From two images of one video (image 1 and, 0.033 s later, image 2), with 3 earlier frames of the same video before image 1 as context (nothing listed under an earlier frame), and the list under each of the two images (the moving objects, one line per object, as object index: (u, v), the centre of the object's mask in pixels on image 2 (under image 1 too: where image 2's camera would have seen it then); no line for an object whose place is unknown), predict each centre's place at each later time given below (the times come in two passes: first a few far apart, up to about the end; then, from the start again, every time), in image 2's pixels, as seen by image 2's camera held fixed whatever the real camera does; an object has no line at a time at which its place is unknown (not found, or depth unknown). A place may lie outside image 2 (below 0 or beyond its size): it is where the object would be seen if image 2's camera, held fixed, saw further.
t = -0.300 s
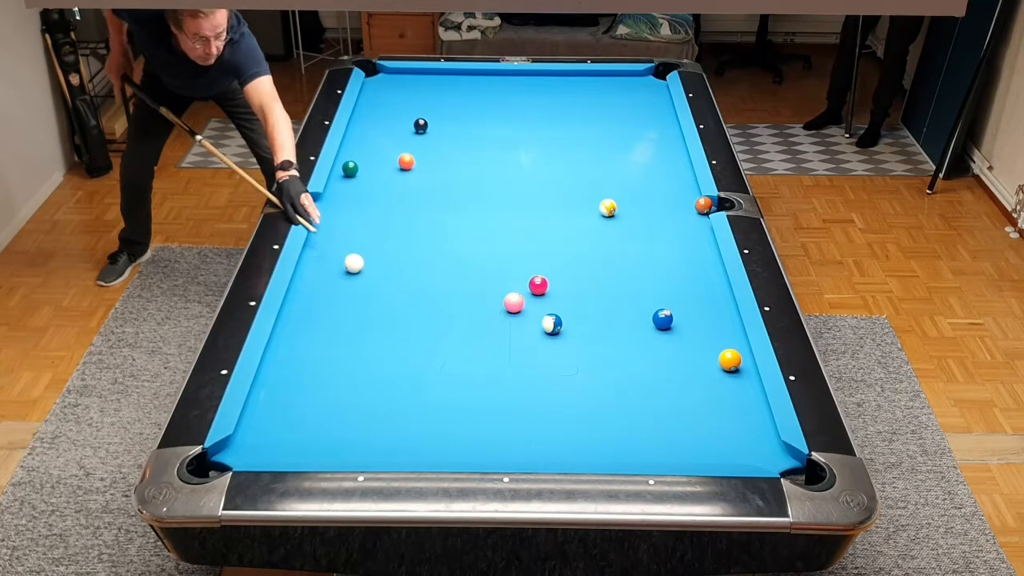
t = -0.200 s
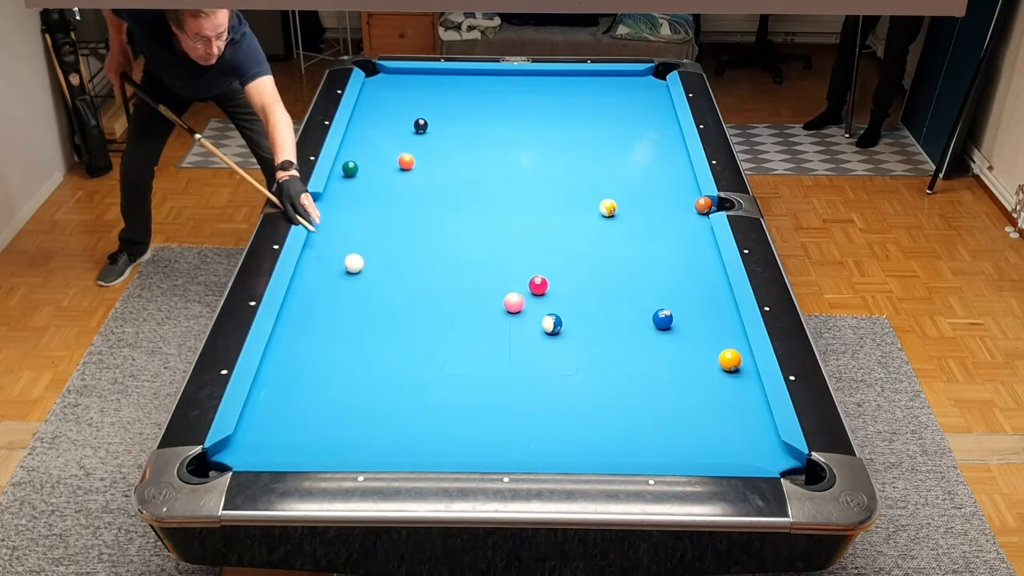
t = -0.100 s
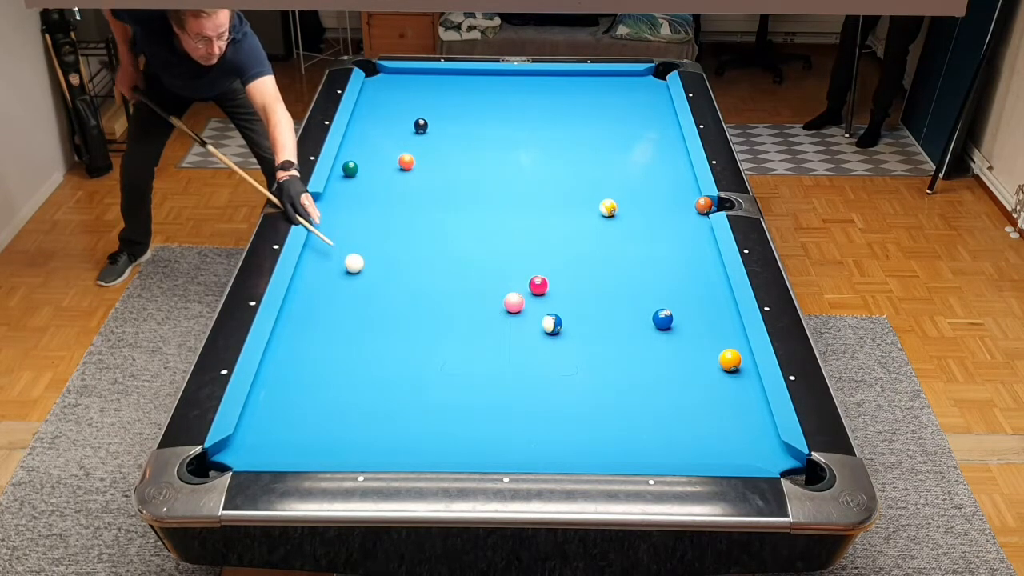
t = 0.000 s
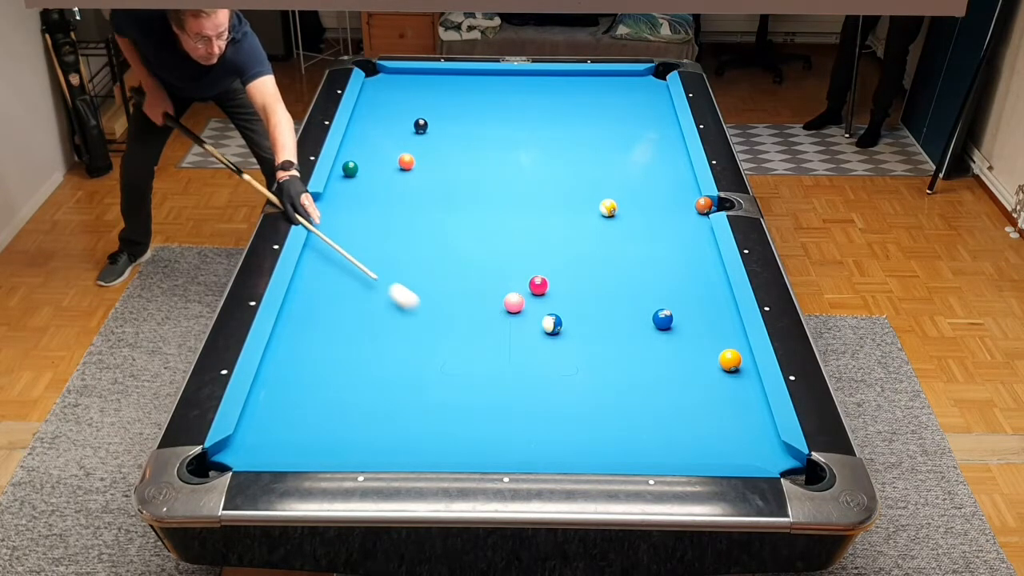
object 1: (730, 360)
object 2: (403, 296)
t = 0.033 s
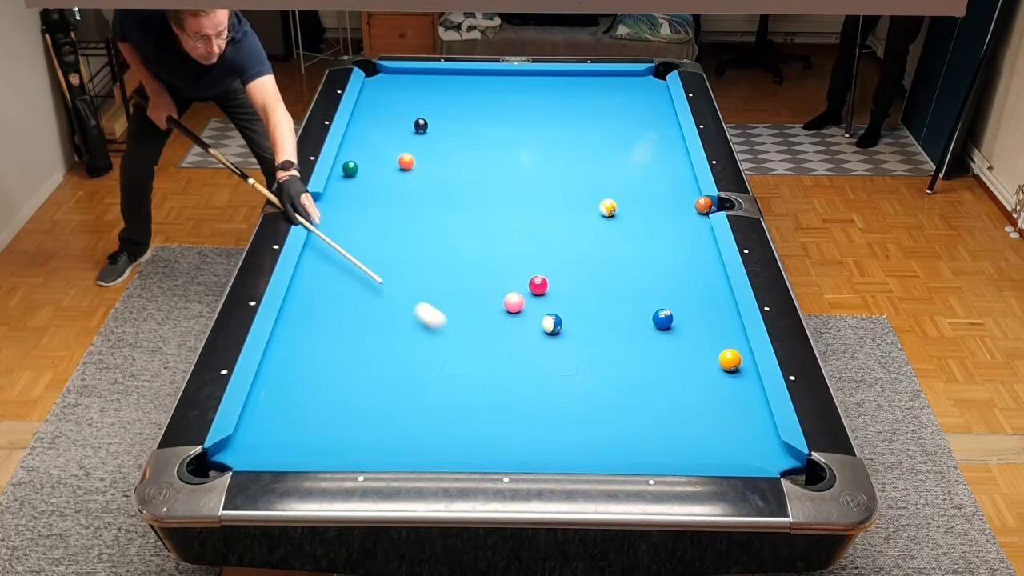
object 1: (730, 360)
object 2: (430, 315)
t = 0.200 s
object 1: (730, 360)
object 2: (580, 421)
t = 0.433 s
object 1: (732, 357)
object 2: (720, 371)
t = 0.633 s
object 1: (691, 317)
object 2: (741, 371)
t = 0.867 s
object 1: (637, 285)
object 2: (714, 361)
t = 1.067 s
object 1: (597, 260)
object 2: (693, 353)
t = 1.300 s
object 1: (554, 235)
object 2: (670, 344)
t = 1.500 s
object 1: (521, 215)
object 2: (653, 337)
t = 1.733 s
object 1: (486, 193)
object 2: (634, 330)
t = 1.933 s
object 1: (458, 177)
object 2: (620, 324)
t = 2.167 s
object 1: (429, 158)
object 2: (605, 318)
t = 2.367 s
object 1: (406, 144)
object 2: (593, 313)
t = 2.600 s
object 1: (381, 129)
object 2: (582, 309)
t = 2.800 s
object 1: (362, 117)
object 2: (572, 305)
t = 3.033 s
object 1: (372, 108)
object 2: (562, 301)
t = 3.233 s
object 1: (384, 101)
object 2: (556, 299)
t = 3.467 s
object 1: (398, 94)
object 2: (548, 296)
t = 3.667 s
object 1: (408, 89)
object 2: (543, 295)
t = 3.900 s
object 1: (420, 83)
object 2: (538, 295)
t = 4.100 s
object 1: (429, 78)
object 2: (535, 295)
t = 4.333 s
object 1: (439, 73)
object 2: (533, 295)
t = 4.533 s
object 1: (444, 73)
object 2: (533, 295)
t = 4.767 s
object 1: (448, 76)
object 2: (533, 295)
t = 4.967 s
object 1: (451, 78)
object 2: (534, 295)
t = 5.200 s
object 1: (454, 80)
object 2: (534, 295)
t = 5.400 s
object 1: (457, 82)
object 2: (534, 295)
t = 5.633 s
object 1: (459, 84)
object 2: (534, 295)
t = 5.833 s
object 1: (461, 85)
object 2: (534, 295)
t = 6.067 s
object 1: (462, 86)
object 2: (534, 295)
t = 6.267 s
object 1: (462, 86)
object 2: (534, 295)
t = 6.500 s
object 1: (462, 87)
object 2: (534, 295)
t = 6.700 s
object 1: (462, 87)
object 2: (534, 295)
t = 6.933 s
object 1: (463, 87)
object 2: (534, 295)
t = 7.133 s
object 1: (463, 87)
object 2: (535, 295)
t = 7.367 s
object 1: (463, 87)
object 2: (535, 295)
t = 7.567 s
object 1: (463, 87)
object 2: (534, 295)
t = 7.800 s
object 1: (463, 87)
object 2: (535, 295)
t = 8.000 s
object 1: (463, 87)
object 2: (535, 295)
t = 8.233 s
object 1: (463, 87)
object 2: (535, 295)
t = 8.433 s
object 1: (463, 87)
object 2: (535, 295)
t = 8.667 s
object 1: (463, 87)
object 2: (535, 295)
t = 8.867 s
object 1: (463, 87)
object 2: (535, 295)
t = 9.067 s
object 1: (463, 87)
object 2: (535, 295)
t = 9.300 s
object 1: (463, 87)
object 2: (534, 295)
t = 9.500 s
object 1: (463, 87)
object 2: (534, 296)
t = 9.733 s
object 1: (463, 87)
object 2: (534, 296)
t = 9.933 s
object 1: (463, 87)
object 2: (534, 296)
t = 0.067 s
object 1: (730, 360)
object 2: (458, 335)
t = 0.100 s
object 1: (730, 360)
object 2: (486, 355)
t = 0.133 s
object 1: (730, 360)
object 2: (516, 376)
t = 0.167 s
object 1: (730, 360)
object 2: (547, 398)
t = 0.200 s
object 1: (730, 360)
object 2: (580, 421)
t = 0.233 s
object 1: (730, 360)
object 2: (614, 446)
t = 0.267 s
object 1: (730, 360)
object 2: (641, 445)
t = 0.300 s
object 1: (730, 360)
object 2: (658, 427)
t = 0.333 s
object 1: (730, 360)
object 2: (674, 411)
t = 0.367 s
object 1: (730, 360)
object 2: (690, 396)
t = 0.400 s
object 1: (730, 360)
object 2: (706, 382)
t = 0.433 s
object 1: (732, 357)
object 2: (720, 371)
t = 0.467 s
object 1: (740, 347)
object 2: (725, 371)
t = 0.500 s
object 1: (730, 340)
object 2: (730, 372)
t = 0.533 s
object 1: (719, 333)
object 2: (736, 372)
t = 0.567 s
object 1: (708, 327)
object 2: (743, 373)
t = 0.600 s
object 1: (699, 322)
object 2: (747, 373)
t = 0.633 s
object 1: (691, 317)
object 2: (741, 371)
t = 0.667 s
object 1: (683, 312)
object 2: (736, 369)
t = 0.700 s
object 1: (675, 306)
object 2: (732, 368)
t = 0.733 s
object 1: (667, 301)
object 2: (728, 366)
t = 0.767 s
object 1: (659, 298)
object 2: (725, 365)
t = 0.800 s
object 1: (652, 293)
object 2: (721, 364)
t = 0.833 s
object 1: (645, 289)
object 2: (717, 362)
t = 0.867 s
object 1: (637, 285)
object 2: (714, 361)
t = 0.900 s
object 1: (630, 280)
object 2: (710, 359)
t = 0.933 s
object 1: (623, 277)
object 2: (706, 358)
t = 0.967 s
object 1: (616, 272)
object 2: (703, 357)
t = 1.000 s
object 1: (610, 268)
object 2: (700, 355)
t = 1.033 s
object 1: (603, 264)
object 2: (697, 354)
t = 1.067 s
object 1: (597, 260)
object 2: (693, 353)
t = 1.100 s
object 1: (590, 257)
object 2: (690, 351)
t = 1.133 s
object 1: (585, 253)
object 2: (686, 350)
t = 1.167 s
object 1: (577, 249)
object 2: (683, 349)
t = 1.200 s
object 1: (571, 245)
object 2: (680, 348)
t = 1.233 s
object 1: (565, 242)
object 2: (676, 347)
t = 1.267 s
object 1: (559, 238)
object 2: (673, 345)
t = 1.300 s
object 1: (554, 235)
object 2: (670, 344)
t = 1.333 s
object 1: (548, 231)
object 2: (667, 343)
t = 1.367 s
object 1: (542, 228)
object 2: (664, 342)
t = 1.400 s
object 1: (537, 224)
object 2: (661, 341)
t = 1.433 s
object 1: (531, 221)
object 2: (658, 339)
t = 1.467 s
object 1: (526, 218)
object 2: (656, 338)
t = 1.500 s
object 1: (521, 215)
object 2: (653, 337)
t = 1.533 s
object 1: (515, 212)
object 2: (650, 336)
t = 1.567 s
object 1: (510, 208)
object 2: (647, 335)
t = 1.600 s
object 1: (505, 205)
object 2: (644, 334)
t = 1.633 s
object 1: (500, 202)
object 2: (642, 333)
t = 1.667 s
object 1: (495, 199)
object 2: (639, 332)
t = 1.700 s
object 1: (490, 196)
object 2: (637, 331)
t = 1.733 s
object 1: (486, 193)
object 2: (634, 330)
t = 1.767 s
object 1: (481, 190)
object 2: (631, 329)
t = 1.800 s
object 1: (476, 188)
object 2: (629, 328)
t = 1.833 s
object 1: (472, 185)
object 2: (627, 327)
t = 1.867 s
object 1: (467, 182)
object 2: (624, 326)
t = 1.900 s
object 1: (463, 179)
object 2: (622, 325)
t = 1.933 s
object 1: (458, 177)
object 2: (620, 324)
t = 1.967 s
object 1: (454, 174)
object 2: (617, 323)
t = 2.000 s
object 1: (450, 171)
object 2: (616, 322)
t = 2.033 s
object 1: (446, 169)
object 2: (613, 322)
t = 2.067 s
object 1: (441, 166)
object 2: (611, 321)
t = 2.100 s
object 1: (437, 163)
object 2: (609, 320)
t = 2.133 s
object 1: (433, 161)
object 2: (607, 319)
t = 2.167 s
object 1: (429, 158)
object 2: (605, 318)
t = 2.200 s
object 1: (425, 156)
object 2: (603, 317)
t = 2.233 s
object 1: (421, 154)
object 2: (601, 316)
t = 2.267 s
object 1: (418, 151)
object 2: (599, 316)
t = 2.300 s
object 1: (414, 148)
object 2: (597, 315)
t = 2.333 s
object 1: (410, 146)
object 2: (595, 314)
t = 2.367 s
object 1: (406, 144)
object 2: (593, 313)
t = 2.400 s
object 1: (403, 142)
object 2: (592, 313)
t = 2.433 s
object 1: (399, 140)
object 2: (590, 312)
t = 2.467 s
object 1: (395, 138)
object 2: (588, 311)
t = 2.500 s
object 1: (392, 136)
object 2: (586, 311)
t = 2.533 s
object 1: (388, 133)
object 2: (585, 310)
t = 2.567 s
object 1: (385, 131)
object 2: (583, 309)
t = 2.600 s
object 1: (381, 129)
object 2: (582, 309)
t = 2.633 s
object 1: (378, 127)
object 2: (580, 308)
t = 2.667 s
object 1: (375, 125)
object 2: (578, 308)
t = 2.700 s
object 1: (371, 123)
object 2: (577, 307)
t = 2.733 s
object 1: (368, 121)
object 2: (575, 306)
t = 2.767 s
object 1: (365, 119)
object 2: (574, 306)
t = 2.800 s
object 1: (362, 117)
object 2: (572, 305)
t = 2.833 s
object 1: (359, 115)
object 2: (571, 305)
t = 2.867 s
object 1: (361, 113)
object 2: (569, 304)
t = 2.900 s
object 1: (363, 112)
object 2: (568, 304)
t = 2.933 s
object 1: (365, 111)
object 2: (567, 303)
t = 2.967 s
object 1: (368, 110)
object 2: (565, 303)
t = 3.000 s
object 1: (370, 109)
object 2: (564, 302)
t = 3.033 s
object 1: (372, 108)
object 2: (562, 301)
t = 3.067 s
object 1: (374, 107)
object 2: (561, 301)
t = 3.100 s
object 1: (376, 106)
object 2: (560, 301)
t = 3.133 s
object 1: (378, 104)
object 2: (559, 300)
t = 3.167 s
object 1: (380, 103)
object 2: (558, 300)
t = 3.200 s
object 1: (382, 102)
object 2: (557, 300)
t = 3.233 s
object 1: (384, 101)
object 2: (556, 299)
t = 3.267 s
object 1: (386, 100)
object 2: (554, 299)
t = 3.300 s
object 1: (388, 99)
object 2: (553, 298)
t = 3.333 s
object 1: (390, 98)
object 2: (552, 298)
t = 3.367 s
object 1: (392, 97)
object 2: (551, 297)
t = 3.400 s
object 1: (394, 96)
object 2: (550, 297)
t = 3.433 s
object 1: (396, 95)
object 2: (549, 297)
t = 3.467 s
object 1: (398, 94)
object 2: (548, 296)
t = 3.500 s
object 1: (399, 93)
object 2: (547, 296)
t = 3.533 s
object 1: (401, 92)
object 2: (546, 296)
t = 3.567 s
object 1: (403, 91)
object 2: (545, 296)
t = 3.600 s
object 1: (405, 90)
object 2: (544, 295)
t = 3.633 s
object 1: (407, 90)
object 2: (544, 295)
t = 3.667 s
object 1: (408, 89)
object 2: (543, 295)
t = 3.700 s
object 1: (410, 88)
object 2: (542, 295)
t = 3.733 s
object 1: (412, 87)
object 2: (541, 295)
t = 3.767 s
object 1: (413, 86)
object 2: (541, 295)
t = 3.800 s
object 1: (415, 85)
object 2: (540, 295)
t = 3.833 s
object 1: (417, 85)
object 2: (540, 295)
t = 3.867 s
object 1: (418, 84)
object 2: (539, 295)
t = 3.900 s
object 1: (420, 83)
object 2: (538, 295)
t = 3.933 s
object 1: (422, 82)
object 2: (538, 295)
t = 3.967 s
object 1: (423, 81)
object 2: (537, 295)
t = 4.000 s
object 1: (425, 80)
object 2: (537, 295)
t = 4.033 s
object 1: (426, 80)
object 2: (536, 295)
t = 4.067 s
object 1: (428, 79)
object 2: (536, 295)
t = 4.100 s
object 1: (429, 78)
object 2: (535, 295)
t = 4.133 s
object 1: (431, 77)
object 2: (535, 295)
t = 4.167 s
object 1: (432, 77)
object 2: (534, 295)
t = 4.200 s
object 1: (433, 76)
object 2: (534, 295)
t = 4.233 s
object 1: (435, 75)
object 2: (534, 295)
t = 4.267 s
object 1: (436, 75)
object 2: (534, 295)
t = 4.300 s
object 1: (438, 74)
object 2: (534, 295)
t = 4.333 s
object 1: (439, 73)
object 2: (533, 295)
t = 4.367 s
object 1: (440, 72)
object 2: (533, 295)
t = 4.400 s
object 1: (442, 72)
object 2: (533, 295)
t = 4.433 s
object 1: (442, 72)
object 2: (533, 295)
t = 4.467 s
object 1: (443, 73)
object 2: (533, 295)
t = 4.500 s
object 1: (443, 73)
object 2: (533, 295)
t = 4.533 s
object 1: (444, 73)
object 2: (533, 295)
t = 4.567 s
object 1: (445, 74)
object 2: (533, 295)
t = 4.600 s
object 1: (445, 74)
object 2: (533, 295)
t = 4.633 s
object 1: (446, 75)
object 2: (533, 295)
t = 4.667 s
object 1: (447, 75)
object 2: (533, 295)
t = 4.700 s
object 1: (447, 75)
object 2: (533, 295)
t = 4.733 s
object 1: (448, 76)
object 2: (533, 295)
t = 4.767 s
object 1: (448, 76)
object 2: (533, 295)
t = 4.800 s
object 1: (449, 77)
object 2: (533, 295)
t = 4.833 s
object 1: (449, 77)
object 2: (534, 295)
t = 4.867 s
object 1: (450, 77)
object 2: (534, 295)
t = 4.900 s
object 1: (450, 78)
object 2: (534, 295)
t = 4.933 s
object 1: (451, 78)
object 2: (534, 295)
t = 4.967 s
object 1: (451, 78)
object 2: (534, 295)
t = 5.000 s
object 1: (452, 79)
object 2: (534, 295)
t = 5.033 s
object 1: (452, 79)
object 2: (534, 295)
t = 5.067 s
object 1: (453, 79)
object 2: (534, 295)
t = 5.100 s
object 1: (453, 80)
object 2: (534, 295)
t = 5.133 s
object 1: (454, 80)
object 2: (534, 295)
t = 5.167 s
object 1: (454, 80)
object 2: (534, 295)
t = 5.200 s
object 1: (454, 80)
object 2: (534, 295)
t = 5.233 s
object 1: (455, 81)
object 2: (534, 295)
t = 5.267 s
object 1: (455, 81)
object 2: (534, 295)
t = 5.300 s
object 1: (456, 81)
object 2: (534, 295)
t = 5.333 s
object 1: (456, 82)
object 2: (534, 295)
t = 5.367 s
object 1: (457, 82)
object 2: (534, 295)
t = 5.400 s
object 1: (457, 82)
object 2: (534, 295)
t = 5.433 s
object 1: (457, 82)
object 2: (534, 295)
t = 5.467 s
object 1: (458, 82)
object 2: (534, 295)
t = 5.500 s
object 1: (458, 83)
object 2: (534, 295)
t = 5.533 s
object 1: (458, 83)
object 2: (534, 295)
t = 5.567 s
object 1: (459, 83)
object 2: (534, 295)
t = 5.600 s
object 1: (459, 83)
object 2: (534, 295)
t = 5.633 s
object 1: (459, 84)
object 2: (534, 295)
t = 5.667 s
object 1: (459, 84)
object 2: (534, 295)
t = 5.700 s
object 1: (460, 84)
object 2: (534, 295)
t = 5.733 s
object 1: (460, 84)
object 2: (534, 295)
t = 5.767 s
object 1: (460, 84)
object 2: (534, 295)
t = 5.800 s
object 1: (461, 85)
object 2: (534, 295)
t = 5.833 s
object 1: (461, 85)
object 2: (534, 295)
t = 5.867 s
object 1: (461, 85)
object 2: (534, 295)
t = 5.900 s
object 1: (461, 85)
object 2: (534, 295)
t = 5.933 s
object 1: (461, 85)
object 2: (534, 295)
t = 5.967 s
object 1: (461, 85)
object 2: (534, 295)
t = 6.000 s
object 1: (462, 85)
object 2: (534, 295)
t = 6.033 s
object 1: (462, 86)
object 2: (534, 295)
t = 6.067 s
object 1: (462, 86)
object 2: (534, 295)
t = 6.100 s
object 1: (462, 86)
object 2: (534, 295)
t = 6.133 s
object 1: (462, 86)
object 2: (534, 295)
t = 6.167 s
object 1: (462, 86)
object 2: (534, 295)
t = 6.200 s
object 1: (462, 86)
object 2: (534, 295)
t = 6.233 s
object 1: (462, 86)
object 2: (534, 295)
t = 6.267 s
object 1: (462, 86)
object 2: (534, 295)
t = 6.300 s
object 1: (462, 86)
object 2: (534, 295)
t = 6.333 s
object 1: (462, 86)
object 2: (534, 295)
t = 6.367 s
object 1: (462, 87)
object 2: (534, 295)
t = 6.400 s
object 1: (462, 87)
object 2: (534, 296)
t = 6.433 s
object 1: (462, 87)
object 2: (534, 296)
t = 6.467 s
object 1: (462, 87)
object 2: (534, 295)
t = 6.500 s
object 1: (462, 87)
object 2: (534, 295)
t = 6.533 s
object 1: (462, 87)
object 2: (534, 296)
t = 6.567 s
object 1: (462, 87)
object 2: (534, 295)
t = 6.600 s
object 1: (462, 87)
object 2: (534, 295)
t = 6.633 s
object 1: (462, 87)
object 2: (534, 295)
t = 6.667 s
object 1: (462, 87)
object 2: (534, 295)
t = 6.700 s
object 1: (462, 87)
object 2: (534, 295)
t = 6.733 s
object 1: (462, 87)
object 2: (534, 295)
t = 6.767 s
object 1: (463, 87)
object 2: (534, 295)
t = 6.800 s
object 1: (462, 87)
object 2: (534, 295)
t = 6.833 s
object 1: (462, 87)
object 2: (534, 295)
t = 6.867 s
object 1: (463, 87)
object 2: (534, 295)
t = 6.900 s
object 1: (463, 87)
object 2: (534, 295)
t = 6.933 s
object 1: (463, 87)
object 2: (534, 295)
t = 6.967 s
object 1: (463, 87)
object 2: (534, 295)
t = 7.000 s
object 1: (463, 87)
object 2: (534, 295)
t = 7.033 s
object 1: (463, 87)
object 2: (534, 295)
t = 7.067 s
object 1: (463, 87)
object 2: (535, 295)
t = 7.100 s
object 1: (463, 87)
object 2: (535, 295)
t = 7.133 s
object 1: (463, 87)
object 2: (535, 295)
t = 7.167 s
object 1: (463, 87)
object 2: (535, 295)
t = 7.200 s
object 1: (463, 87)
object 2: (535, 295)
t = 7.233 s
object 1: (463, 87)
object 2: (535, 295)
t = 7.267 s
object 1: (463, 87)
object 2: (534, 295)
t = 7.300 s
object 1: (463, 87)
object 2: (535, 295)
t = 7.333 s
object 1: (463, 87)
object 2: (534, 295)
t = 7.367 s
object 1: (463, 87)
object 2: (535, 295)
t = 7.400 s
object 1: (463, 87)
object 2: (535, 295)
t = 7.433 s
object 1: (463, 87)
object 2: (534, 295)
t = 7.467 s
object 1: (463, 87)
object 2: (535, 295)
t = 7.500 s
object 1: (463, 87)
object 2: (534, 295)
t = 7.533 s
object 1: (463, 87)
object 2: (534, 295)
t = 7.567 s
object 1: (463, 87)
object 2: (534, 295)
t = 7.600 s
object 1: (463, 87)
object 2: (535, 295)
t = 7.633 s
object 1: (463, 87)
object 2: (535, 295)
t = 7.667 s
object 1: (463, 87)
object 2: (535, 295)
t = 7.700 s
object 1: (463, 87)
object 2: (535, 295)
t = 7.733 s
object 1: (463, 87)
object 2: (534, 295)
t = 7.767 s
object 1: (463, 87)
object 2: (535, 295)
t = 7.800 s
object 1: (463, 87)
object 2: (535, 295)
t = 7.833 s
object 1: (463, 87)
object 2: (535, 295)
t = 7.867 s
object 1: (463, 87)
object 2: (535, 295)
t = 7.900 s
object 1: (463, 87)
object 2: (534, 295)
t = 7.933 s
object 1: (463, 87)
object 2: (535, 295)
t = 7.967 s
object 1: (463, 87)
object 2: (534, 295)
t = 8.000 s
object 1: (463, 87)
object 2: (535, 295)
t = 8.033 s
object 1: (463, 87)
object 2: (534, 295)
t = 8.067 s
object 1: (463, 87)
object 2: (534, 295)
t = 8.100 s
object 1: (463, 87)
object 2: (535, 295)
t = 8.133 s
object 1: (463, 87)
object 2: (535, 295)
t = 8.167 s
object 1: (463, 87)
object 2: (535, 295)
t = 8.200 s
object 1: (463, 87)
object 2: (535, 295)
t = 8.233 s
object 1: (463, 87)
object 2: (535, 295)
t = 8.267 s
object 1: (463, 87)
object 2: (535, 295)
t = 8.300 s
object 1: (463, 87)
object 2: (534, 295)
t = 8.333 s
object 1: (463, 87)
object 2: (534, 295)
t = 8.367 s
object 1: (463, 87)
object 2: (535, 296)
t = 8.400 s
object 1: (463, 87)
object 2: (535, 295)
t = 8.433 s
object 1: (463, 87)
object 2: (535, 295)
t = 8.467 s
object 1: (463, 87)
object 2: (534, 295)
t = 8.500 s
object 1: (463, 87)
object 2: (535, 295)
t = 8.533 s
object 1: (463, 87)
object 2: (535, 295)
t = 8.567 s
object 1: (463, 87)
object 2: (535, 295)
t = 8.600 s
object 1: (463, 87)
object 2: (535, 295)
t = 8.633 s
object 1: (463, 87)
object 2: (534, 295)
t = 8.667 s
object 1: (463, 87)
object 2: (535, 295)
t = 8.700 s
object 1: (463, 87)
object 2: (535, 295)
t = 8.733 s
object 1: (463, 87)
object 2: (534, 295)
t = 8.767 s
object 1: (463, 87)
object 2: (534, 296)
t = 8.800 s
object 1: (463, 87)
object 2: (534, 296)
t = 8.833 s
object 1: (463, 87)
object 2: (535, 295)
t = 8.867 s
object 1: (463, 87)
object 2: (535, 295)
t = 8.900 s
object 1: (463, 87)
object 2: (535, 295)
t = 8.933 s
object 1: (463, 87)
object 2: (534, 295)
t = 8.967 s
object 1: (463, 87)
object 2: (534, 296)
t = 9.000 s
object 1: (463, 87)
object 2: (535, 295)
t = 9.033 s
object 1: (463, 87)
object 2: (534, 295)
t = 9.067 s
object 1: (463, 87)
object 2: (535, 295)
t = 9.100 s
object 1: (463, 87)
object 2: (535, 295)
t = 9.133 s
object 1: (463, 87)
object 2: (535, 295)
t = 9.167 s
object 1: (463, 87)
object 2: (535, 295)
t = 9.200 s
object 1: (463, 87)
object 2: (534, 295)
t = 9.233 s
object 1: (463, 87)
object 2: (535, 295)
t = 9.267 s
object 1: (463, 87)
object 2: (535, 295)
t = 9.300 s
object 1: (463, 87)
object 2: (534, 295)
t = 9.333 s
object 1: (463, 87)
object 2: (535, 295)
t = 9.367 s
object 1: (463, 87)
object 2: (535, 295)
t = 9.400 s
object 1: (463, 87)
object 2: (535, 295)
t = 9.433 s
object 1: (463, 87)
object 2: (535, 295)
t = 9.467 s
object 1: (463, 87)
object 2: (534, 296)
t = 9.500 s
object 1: (463, 87)
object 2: (534, 296)
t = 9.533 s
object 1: (463, 87)
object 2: (535, 295)
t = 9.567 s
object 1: (463, 87)
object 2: (535, 295)
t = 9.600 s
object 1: (463, 87)
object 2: (534, 295)
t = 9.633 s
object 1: (463, 87)
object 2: (534, 296)
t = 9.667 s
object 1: (463, 87)
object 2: (534, 296)
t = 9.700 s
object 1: (463, 87)
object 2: (534, 296)
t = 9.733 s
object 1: (463, 87)
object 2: (534, 296)
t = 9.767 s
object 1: (463, 87)
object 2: (534, 296)
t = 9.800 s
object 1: (463, 87)
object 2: (534, 296)
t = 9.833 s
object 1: (463, 87)
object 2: (534, 296)
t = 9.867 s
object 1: (463, 87)
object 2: (534, 296)
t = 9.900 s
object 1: (463, 87)
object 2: (534, 296)
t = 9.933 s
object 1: (463, 87)
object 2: (534, 296)
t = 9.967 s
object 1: (463, 87)
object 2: (534, 296)
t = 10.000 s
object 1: (463, 87)
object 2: (534, 296)
